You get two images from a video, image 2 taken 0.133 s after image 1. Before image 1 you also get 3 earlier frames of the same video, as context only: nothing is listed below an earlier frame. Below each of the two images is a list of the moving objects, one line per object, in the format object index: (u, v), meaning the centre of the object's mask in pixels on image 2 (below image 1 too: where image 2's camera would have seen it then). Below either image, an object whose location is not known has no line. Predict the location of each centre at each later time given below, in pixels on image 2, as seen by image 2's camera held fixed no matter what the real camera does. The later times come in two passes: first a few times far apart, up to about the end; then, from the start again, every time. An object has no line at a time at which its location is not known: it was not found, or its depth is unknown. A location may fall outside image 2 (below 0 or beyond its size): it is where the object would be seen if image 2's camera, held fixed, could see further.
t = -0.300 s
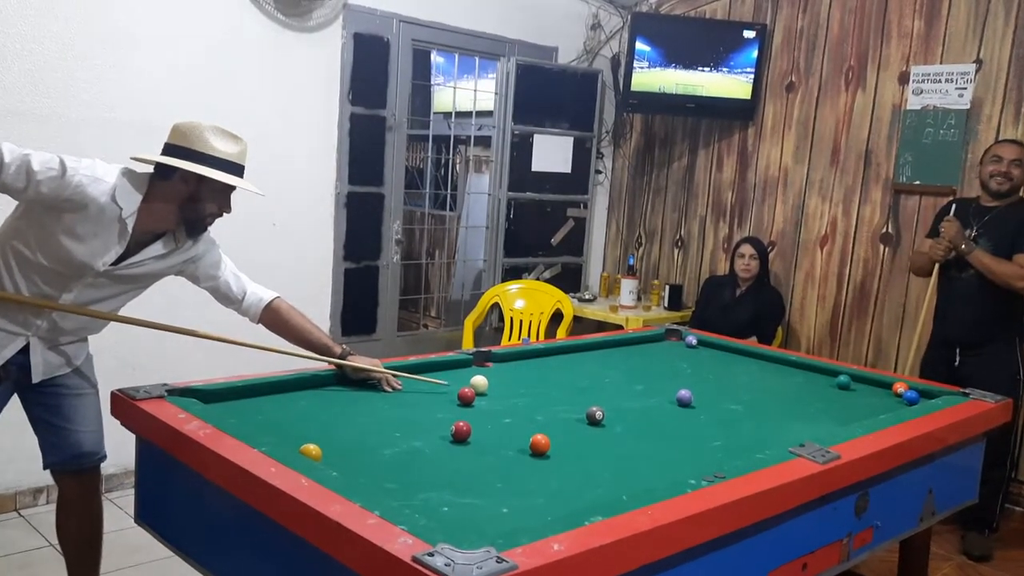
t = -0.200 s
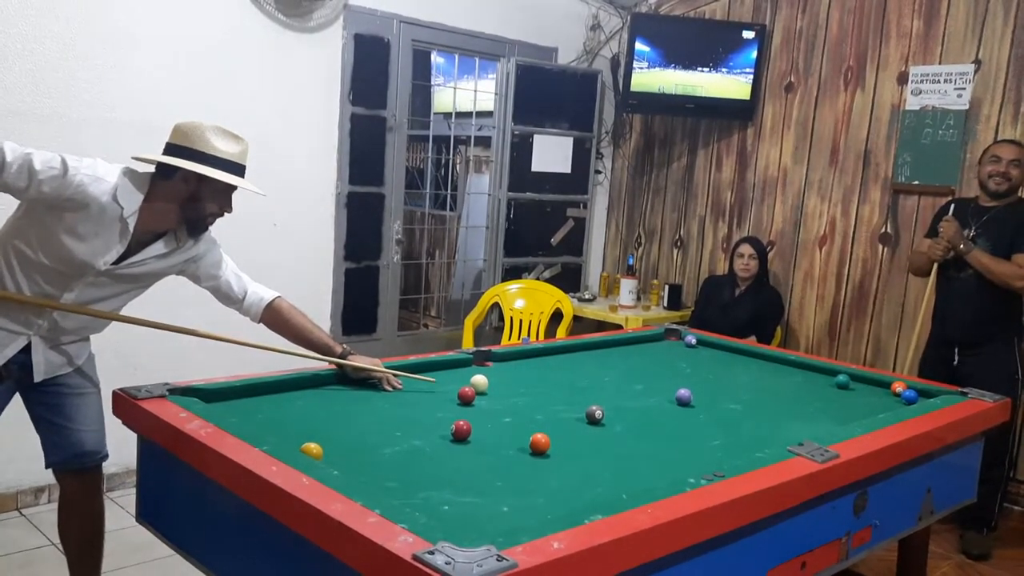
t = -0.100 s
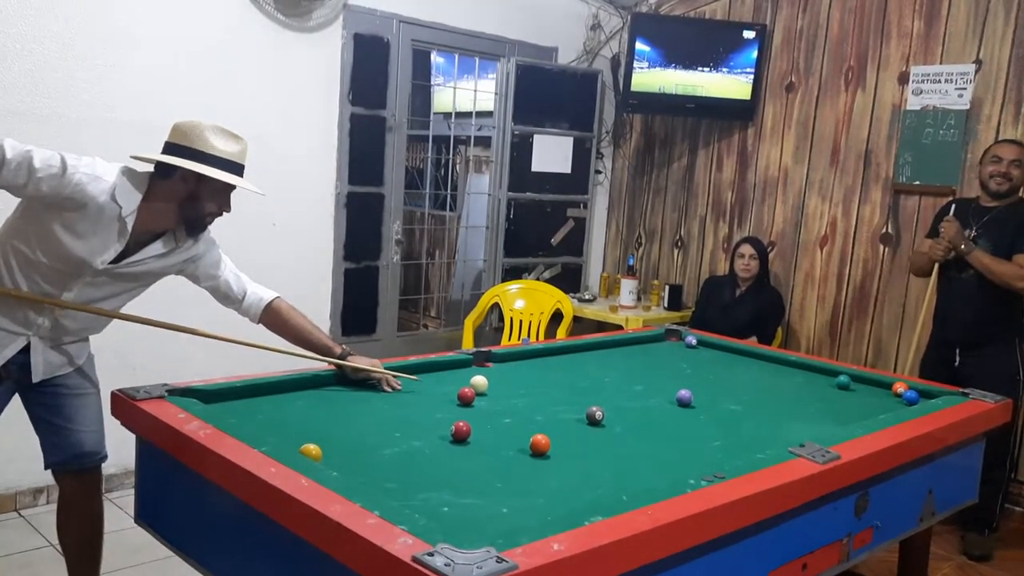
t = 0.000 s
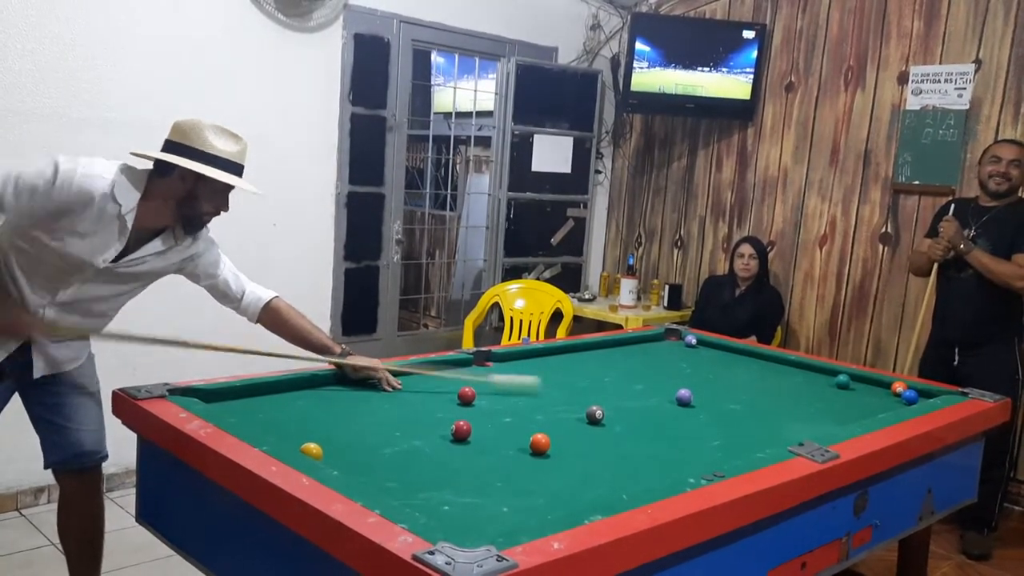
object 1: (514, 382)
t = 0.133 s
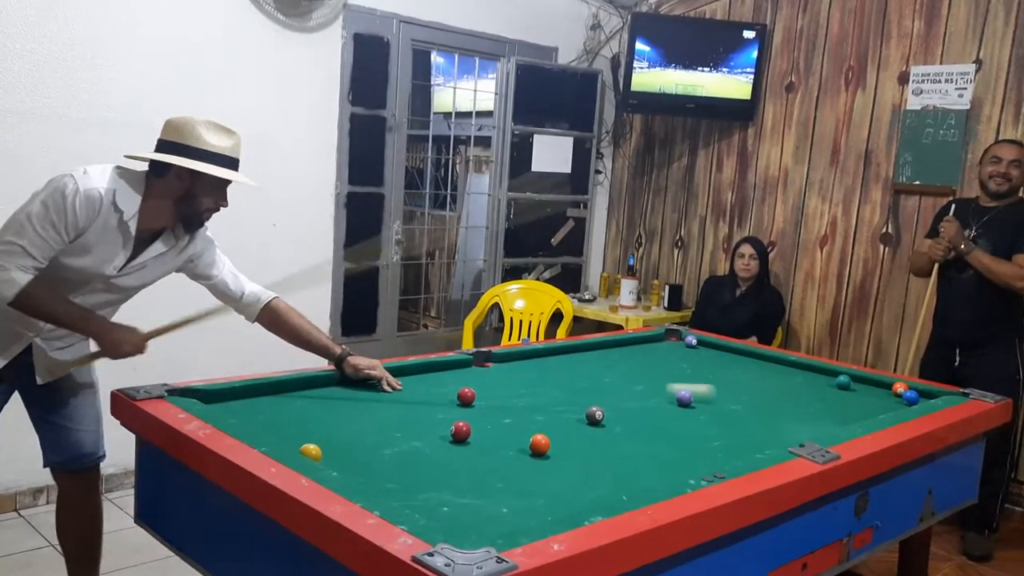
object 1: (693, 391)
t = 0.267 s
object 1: (846, 398)
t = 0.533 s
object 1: (839, 372)
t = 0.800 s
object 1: (738, 352)
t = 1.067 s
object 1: (661, 339)
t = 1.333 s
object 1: (692, 353)
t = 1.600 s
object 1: (721, 369)
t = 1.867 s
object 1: (752, 386)
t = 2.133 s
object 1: (788, 404)
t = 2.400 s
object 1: (826, 424)
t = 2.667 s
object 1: (791, 425)
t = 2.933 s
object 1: (750, 421)
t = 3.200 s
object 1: (713, 417)
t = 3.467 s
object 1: (680, 413)
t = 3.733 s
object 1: (651, 410)
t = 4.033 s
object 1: (622, 407)
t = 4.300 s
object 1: (599, 403)
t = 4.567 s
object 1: (580, 402)
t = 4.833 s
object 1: (563, 401)
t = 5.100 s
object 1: (550, 400)
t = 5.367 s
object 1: (540, 399)
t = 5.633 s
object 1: (534, 399)
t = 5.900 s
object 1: (530, 398)
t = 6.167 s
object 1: (529, 398)
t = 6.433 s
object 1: (530, 398)
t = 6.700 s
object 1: (530, 398)
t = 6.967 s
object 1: (530, 397)
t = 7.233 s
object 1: (530, 398)
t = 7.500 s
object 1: (530, 398)
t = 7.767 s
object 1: (530, 398)
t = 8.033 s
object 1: (530, 398)
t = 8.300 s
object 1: (530, 398)
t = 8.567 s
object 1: (530, 398)
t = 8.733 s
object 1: (530, 397)
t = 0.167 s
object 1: (732, 393)
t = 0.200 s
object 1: (771, 394)
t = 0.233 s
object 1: (809, 395)
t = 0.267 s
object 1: (846, 398)
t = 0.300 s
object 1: (880, 397)
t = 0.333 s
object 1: (912, 398)
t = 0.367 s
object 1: (912, 396)
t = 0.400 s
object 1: (896, 391)
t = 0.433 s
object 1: (884, 387)
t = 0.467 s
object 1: (868, 382)
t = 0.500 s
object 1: (855, 377)
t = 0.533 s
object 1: (839, 372)
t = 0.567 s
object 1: (827, 370)
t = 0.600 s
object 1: (815, 367)
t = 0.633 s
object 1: (802, 365)
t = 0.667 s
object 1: (788, 362)
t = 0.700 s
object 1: (775, 360)
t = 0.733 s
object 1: (763, 357)
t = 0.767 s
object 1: (750, 354)
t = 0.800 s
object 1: (738, 352)
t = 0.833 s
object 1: (727, 350)
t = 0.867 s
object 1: (715, 348)
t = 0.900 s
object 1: (704, 346)
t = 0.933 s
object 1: (692, 343)
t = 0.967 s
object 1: (680, 341)
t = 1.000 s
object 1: (670, 339)
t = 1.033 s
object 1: (660, 337)
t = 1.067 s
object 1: (661, 339)
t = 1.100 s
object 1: (666, 341)
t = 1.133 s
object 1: (671, 343)
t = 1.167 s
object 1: (674, 345)
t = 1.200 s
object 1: (678, 346)
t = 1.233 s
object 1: (681, 348)
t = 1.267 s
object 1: (684, 350)
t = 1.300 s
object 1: (688, 352)
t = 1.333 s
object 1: (692, 353)
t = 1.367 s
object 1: (695, 355)
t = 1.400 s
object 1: (699, 357)
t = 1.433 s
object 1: (702, 359)
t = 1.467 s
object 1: (706, 360)
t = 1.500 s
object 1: (709, 362)
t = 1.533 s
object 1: (713, 364)
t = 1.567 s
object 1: (717, 367)
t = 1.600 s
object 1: (721, 369)
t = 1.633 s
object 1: (725, 371)
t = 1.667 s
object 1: (729, 373)
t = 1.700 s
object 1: (732, 375)
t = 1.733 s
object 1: (736, 377)
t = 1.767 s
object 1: (740, 379)
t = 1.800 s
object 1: (744, 381)
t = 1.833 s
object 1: (748, 383)
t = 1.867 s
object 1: (752, 386)
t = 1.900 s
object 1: (756, 388)
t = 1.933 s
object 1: (760, 390)
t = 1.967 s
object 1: (764, 392)
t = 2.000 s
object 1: (769, 395)
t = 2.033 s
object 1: (774, 398)
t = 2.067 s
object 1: (778, 400)
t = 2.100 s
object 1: (783, 402)
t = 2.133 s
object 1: (788, 404)
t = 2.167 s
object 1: (793, 407)
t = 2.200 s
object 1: (798, 410)
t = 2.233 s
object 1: (803, 413)
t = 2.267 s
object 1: (808, 415)
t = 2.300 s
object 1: (812, 418)
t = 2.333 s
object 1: (817, 421)
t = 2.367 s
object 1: (821, 423)
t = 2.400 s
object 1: (826, 424)
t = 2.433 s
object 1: (830, 425)
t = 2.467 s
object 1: (824, 426)
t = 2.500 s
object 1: (818, 426)
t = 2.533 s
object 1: (812, 426)
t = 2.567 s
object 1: (807, 426)
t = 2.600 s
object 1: (802, 426)
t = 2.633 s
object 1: (796, 426)
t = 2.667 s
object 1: (791, 425)
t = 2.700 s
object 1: (785, 424)
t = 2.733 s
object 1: (780, 424)
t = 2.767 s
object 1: (775, 423)
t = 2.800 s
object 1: (770, 423)
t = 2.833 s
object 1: (765, 422)
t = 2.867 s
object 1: (760, 422)
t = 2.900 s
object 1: (755, 421)
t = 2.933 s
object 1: (750, 421)
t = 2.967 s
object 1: (746, 420)
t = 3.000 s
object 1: (741, 420)
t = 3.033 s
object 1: (736, 419)
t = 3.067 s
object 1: (732, 419)
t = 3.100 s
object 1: (727, 418)
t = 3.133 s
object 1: (722, 417)
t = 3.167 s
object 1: (718, 417)
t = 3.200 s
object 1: (713, 417)
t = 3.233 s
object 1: (709, 416)
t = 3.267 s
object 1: (705, 416)
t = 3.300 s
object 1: (701, 415)
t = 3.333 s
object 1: (697, 415)
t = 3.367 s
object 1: (693, 414)
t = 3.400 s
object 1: (688, 414)
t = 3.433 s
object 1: (685, 414)
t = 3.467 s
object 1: (680, 413)
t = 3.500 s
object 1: (677, 413)
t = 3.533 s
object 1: (673, 412)
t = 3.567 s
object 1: (669, 412)
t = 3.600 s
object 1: (665, 412)
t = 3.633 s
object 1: (661, 411)
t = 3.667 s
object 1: (658, 411)
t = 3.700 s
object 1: (654, 411)
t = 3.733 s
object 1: (651, 410)
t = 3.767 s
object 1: (648, 410)
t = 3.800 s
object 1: (644, 409)
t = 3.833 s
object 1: (641, 409)
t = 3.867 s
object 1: (637, 409)
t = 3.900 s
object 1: (634, 409)
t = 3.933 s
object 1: (631, 408)
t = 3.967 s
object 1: (628, 408)
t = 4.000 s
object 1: (625, 408)
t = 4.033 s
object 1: (622, 407)
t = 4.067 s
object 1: (618, 407)
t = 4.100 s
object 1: (616, 407)
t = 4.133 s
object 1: (613, 406)
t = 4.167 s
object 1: (610, 405)
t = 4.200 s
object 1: (608, 405)
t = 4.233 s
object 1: (605, 404)
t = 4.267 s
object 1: (602, 403)
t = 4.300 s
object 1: (599, 403)
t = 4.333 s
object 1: (596, 402)
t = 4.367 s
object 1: (594, 402)
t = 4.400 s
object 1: (591, 402)
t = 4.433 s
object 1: (588, 401)
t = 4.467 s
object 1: (586, 402)
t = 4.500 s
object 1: (584, 402)
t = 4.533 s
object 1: (582, 401)
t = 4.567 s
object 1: (580, 402)
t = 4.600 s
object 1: (578, 401)
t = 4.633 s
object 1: (576, 402)
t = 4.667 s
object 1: (573, 402)
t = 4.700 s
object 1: (571, 401)
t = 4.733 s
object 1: (570, 401)
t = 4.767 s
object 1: (567, 401)
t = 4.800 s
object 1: (566, 401)
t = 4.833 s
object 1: (563, 401)
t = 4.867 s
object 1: (562, 401)
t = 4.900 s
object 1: (560, 401)
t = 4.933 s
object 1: (558, 400)
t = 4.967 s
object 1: (556, 400)
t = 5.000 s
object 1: (555, 400)
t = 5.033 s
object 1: (553, 400)
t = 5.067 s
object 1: (552, 400)
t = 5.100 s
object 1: (550, 400)
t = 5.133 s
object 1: (549, 400)
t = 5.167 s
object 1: (547, 400)
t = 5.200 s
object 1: (546, 400)
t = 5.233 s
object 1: (545, 400)
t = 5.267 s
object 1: (544, 400)
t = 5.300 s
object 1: (543, 400)
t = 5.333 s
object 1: (542, 400)
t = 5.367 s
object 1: (540, 399)
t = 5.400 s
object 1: (539, 399)
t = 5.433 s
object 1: (538, 399)
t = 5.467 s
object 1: (538, 399)
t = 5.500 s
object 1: (537, 399)
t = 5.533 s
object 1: (536, 399)
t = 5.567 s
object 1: (535, 399)
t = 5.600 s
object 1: (534, 399)
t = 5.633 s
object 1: (534, 399)
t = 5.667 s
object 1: (533, 399)
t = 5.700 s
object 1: (532, 398)
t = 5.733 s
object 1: (532, 398)
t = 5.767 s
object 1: (531, 398)
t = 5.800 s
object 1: (531, 398)
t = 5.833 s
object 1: (530, 398)
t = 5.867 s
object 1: (530, 398)
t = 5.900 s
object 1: (530, 398)
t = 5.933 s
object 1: (529, 398)
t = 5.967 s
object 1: (529, 398)
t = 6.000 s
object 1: (529, 398)
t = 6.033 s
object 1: (529, 398)
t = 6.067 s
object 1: (529, 398)
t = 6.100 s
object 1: (529, 398)
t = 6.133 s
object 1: (529, 398)
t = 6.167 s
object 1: (529, 398)
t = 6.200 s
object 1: (529, 398)
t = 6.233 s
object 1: (530, 398)
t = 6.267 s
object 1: (530, 398)
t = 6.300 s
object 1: (530, 398)
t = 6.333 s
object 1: (530, 398)
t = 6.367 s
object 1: (530, 398)
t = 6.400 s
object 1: (530, 398)
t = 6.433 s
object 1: (530, 398)
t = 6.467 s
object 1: (530, 398)
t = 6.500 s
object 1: (530, 398)
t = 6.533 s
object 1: (530, 398)
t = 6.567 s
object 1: (530, 398)
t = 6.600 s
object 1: (530, 398)
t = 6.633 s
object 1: (530, 398)
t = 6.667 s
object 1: (530, 398)
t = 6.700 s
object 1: (530, 398)
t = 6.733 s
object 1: (530, 399)
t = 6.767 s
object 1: (530, 398)
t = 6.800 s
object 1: (530, 398)
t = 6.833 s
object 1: (530, 398)
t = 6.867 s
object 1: (530, 398)
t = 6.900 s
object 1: (530, 397)
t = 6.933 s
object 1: (530, 397)
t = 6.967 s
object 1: (530, 397)
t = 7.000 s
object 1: (530, 397)
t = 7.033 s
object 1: (530, 398)
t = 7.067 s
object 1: (530, 398)
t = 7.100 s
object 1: (530, 398)
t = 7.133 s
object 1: (530, 398)
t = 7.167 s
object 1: (530, 398)
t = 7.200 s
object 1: (530, 398)
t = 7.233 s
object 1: (530, 398)
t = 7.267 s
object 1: (530, 398)
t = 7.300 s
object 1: (530, 398)
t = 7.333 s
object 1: (530, 398)
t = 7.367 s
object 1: (530, 398)
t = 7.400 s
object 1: (530, 398)
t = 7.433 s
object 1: (530, 398)
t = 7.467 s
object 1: (530, 398)
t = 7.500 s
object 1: (530, 398)
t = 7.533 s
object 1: (530, 398)
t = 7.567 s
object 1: (530, 398)
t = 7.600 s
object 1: (530, 398)
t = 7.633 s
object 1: (530, 398)
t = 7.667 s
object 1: (530, 398)
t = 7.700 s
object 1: (530, 398)
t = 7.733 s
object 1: (530, 398)
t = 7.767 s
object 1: (530, 398)
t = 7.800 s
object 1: (530, 398)
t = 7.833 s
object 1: (530, 398)
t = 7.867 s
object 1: (530, 398)
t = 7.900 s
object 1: (530, 398)
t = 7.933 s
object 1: (530, 398)
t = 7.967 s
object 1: (530, 398)
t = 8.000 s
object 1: (530, 398)
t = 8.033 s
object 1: (530, 398)
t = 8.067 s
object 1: (530, 398)
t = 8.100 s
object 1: (530, 398)
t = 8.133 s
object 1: (530, 398)
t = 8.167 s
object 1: (530, 398)
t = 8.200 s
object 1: (530, 398)
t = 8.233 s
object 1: (530, 398)
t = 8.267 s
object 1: (530, 398)
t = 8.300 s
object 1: (530, 398)
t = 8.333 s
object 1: (530, 398)
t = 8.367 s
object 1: (530, 398)
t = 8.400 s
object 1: (530, 398)
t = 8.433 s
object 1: (530, 398)
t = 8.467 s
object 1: (530, 398)
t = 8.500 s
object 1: (530, 398)
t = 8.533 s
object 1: (530, 398)
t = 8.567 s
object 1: (530, 398)
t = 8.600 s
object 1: (530, 398)
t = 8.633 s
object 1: (530, 397)
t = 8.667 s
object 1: (530, 397)
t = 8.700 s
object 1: (530, 397)
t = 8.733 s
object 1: (530, 397)
